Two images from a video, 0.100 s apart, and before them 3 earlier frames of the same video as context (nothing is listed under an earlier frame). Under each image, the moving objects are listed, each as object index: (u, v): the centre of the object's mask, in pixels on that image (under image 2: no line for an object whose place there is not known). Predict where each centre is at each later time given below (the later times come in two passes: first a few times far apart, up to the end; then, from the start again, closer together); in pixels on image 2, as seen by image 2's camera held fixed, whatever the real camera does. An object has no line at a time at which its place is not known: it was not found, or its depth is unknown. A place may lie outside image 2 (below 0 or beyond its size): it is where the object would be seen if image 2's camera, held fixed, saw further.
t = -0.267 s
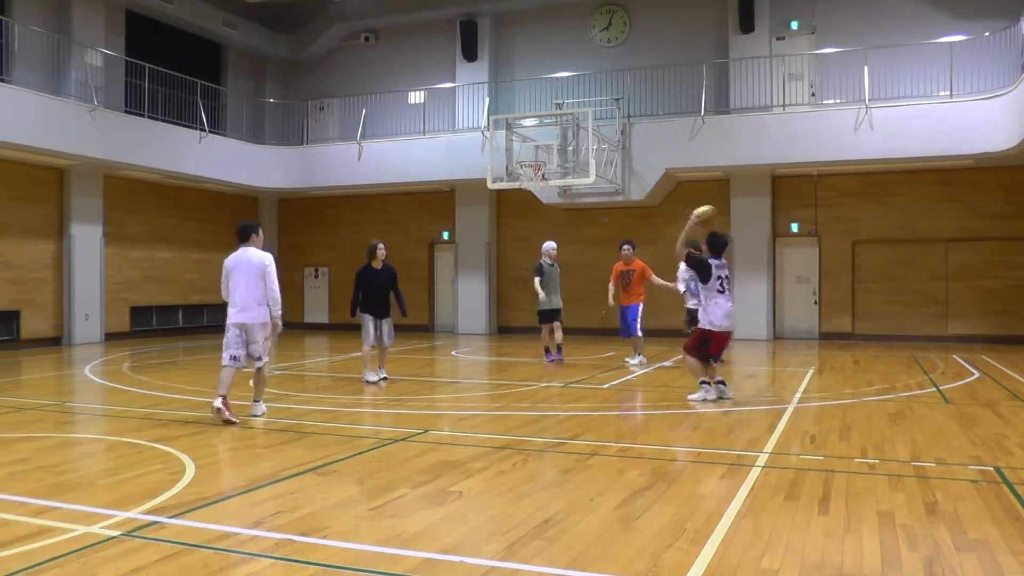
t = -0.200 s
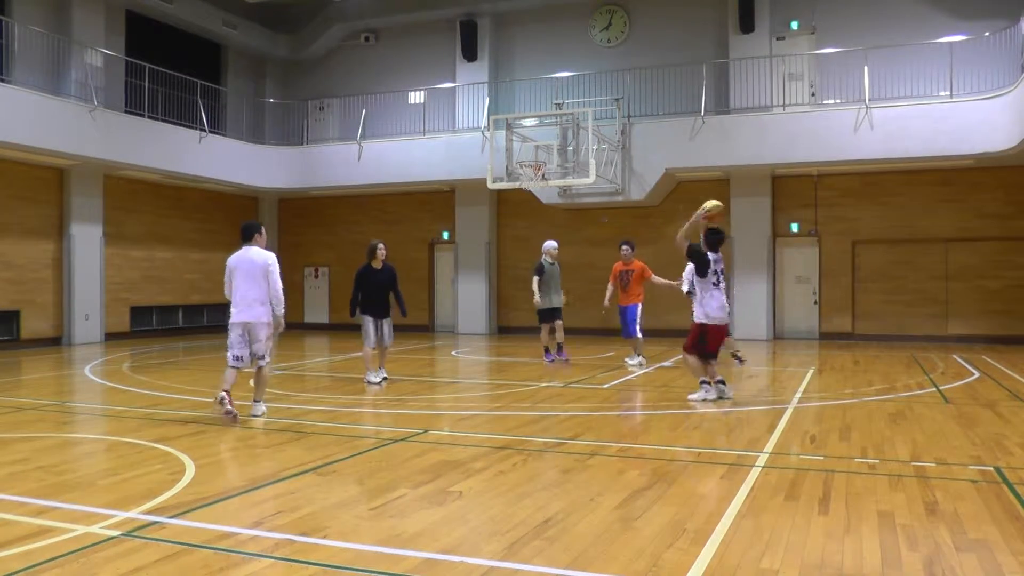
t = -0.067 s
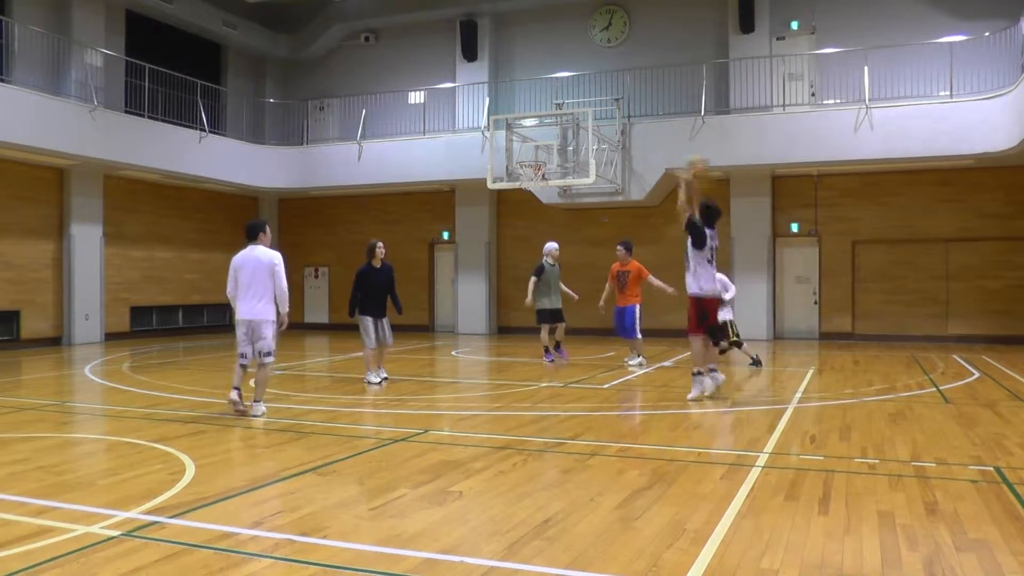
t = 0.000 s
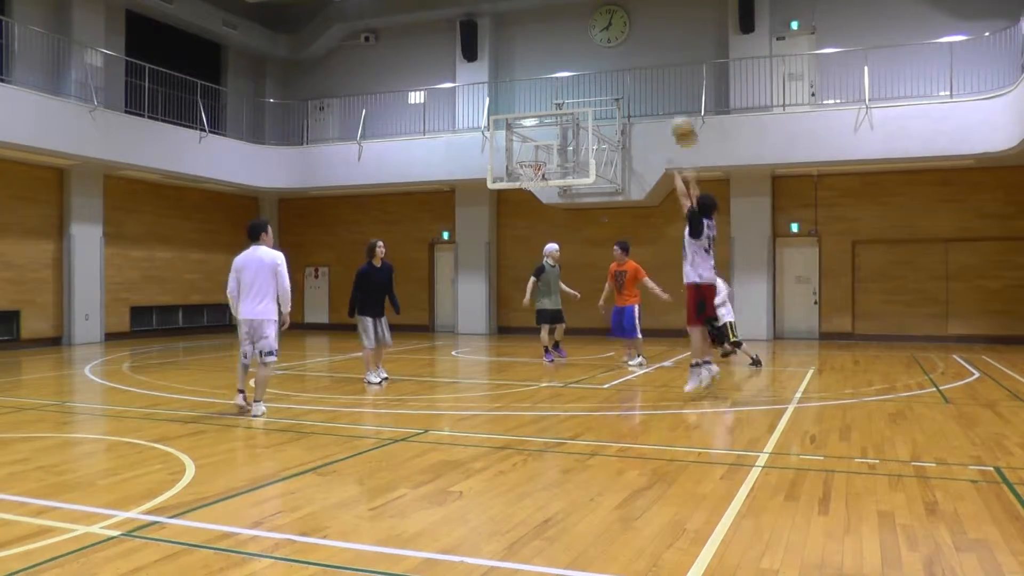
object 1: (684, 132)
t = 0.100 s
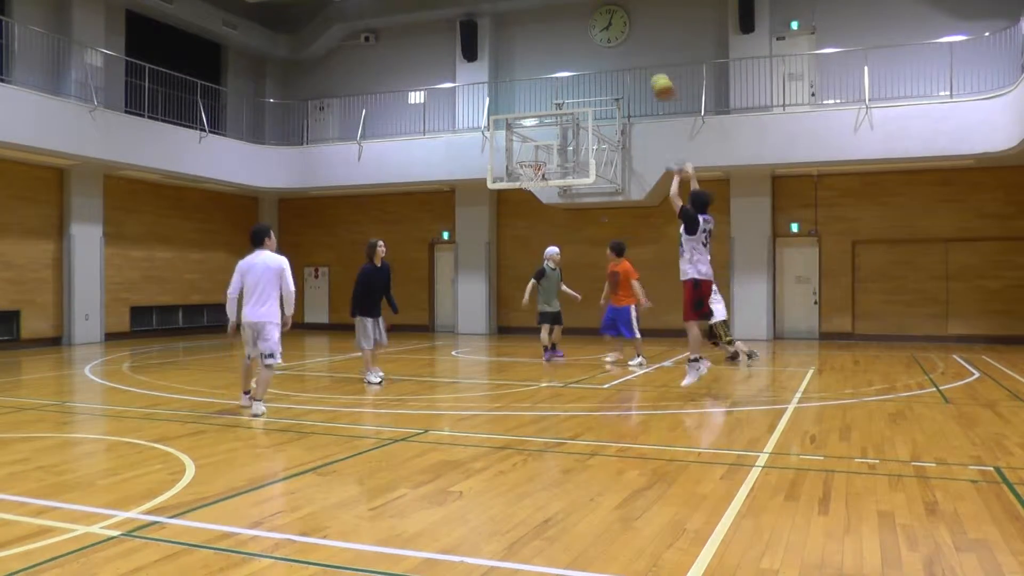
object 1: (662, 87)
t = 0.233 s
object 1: (637, 48)
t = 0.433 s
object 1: (606, 24)
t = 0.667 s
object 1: (575, 35)
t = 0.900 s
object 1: (549, 79)
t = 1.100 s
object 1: (530, 137)
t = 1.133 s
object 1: (527, 147)
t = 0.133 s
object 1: (655, 75)
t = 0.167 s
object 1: (649, 65)
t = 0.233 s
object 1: (637, 48)
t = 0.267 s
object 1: (630, 41)
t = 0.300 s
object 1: (625, 37)
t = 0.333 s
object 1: (620, 32)
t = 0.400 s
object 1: (610, 26)
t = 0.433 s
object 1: (606, 24)
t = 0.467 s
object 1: (601, 24)
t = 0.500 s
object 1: (596, 24)
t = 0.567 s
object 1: (587, 25)
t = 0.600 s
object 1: (583, 27)
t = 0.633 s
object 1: (579, 32)
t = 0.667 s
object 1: (575, 35)
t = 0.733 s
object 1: (567, 43)
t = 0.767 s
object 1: (563, 49)
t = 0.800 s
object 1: (559, 57)
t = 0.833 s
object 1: (555, 64)
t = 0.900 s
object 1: (549, 79)
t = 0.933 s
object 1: (545, 86)
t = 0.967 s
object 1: (542, 97)
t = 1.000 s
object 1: (539, 105)
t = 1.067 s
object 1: (533, 125)
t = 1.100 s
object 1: (530, 137)
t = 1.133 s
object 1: (527, 147)
